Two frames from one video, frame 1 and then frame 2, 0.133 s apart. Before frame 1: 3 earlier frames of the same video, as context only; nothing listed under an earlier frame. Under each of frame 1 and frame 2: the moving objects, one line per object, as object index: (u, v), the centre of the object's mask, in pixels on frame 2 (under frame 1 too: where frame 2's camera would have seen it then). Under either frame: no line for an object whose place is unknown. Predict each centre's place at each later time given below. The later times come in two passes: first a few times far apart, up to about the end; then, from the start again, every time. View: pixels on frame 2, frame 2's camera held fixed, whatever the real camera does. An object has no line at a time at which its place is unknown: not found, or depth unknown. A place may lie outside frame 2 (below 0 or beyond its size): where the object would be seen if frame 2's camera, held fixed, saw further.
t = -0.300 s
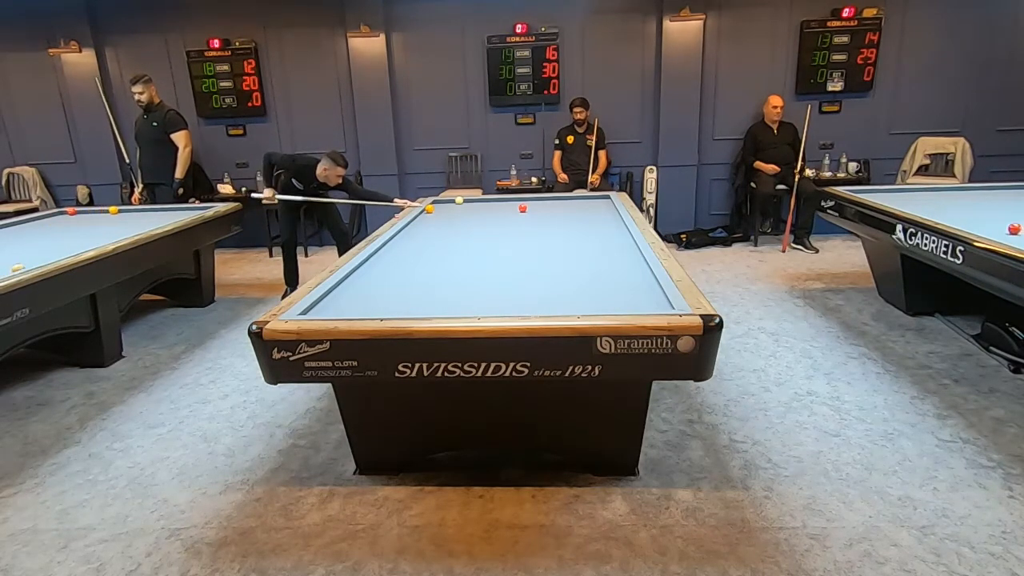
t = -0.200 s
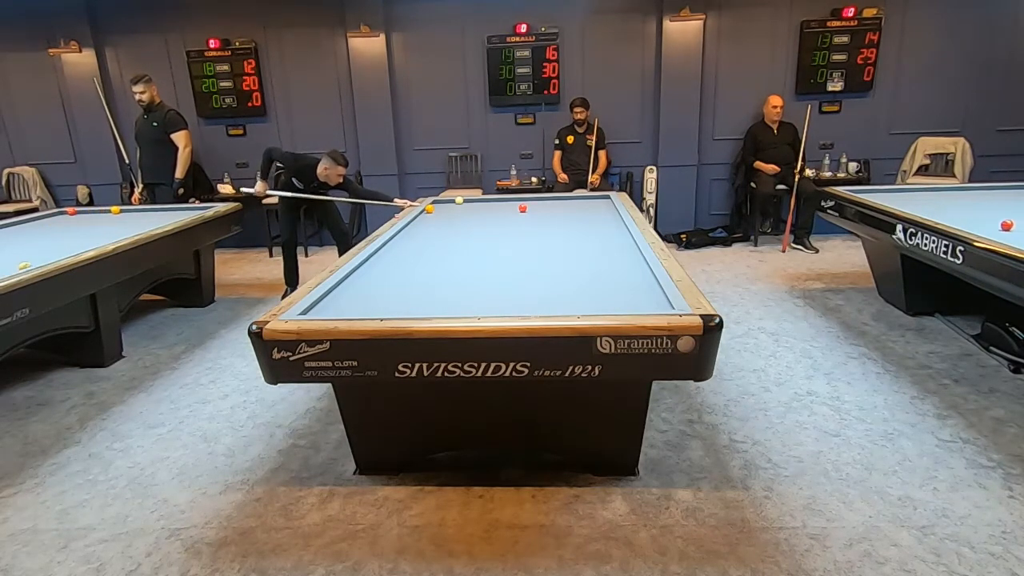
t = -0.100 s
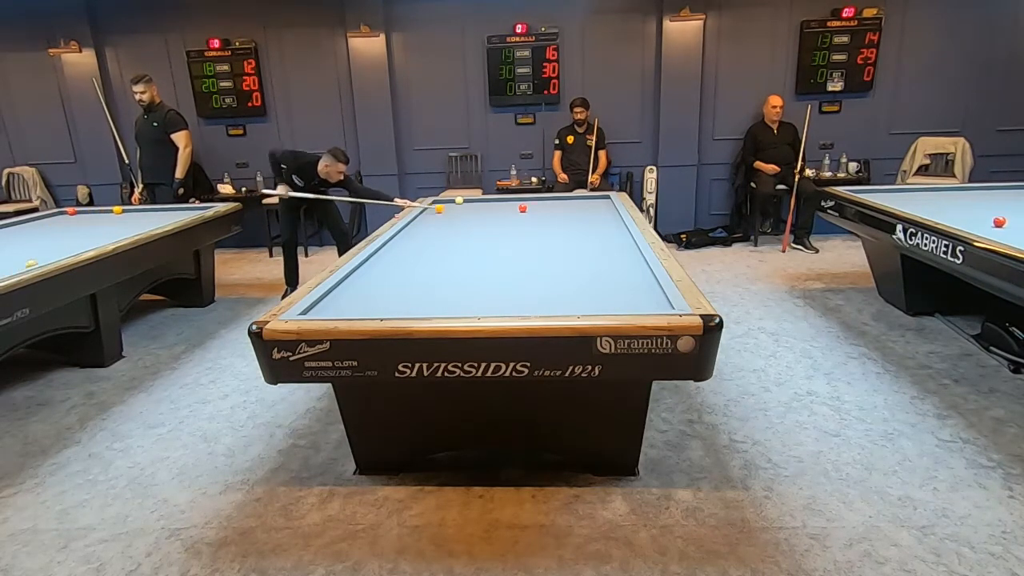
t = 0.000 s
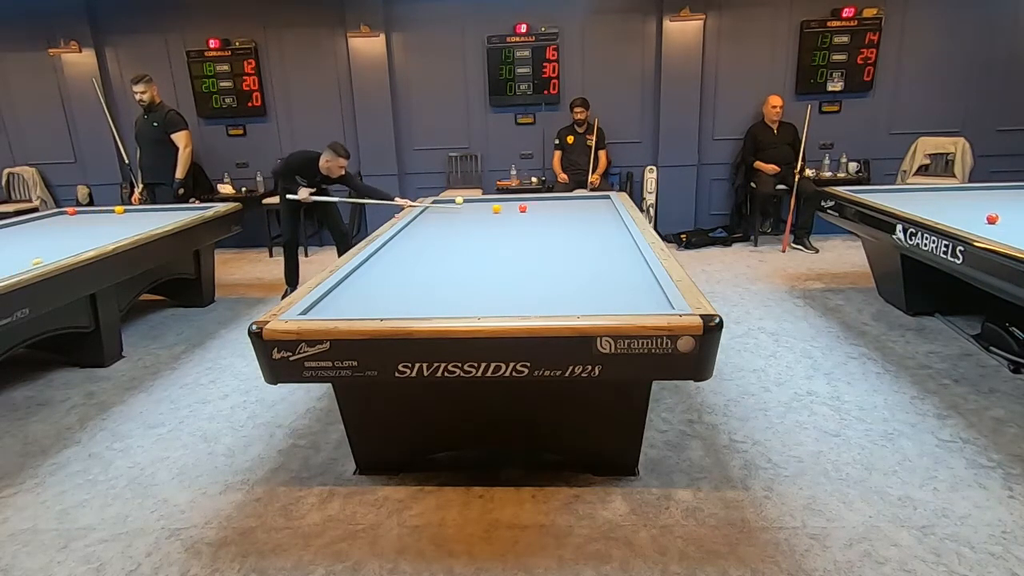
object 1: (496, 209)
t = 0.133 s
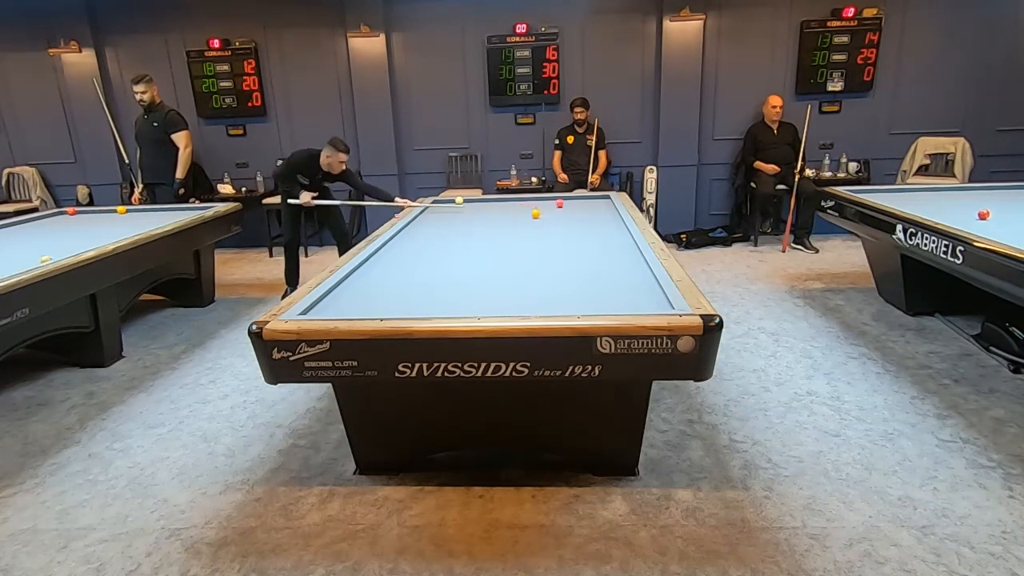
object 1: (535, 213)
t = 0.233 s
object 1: (559, 219)
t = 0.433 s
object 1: (622, 230)
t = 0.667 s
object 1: (567, 241)
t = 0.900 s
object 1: (518, 253)
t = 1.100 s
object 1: (481, 265)
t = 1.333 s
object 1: (432, 281)
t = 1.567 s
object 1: (375, 299)
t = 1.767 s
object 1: (323, 311)
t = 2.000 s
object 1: (327, 302)
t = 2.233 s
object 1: (348, 295)
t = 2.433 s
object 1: (365, 289)
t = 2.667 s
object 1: (383, 282)
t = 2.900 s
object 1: (399, 276)
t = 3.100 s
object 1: (412, 272)
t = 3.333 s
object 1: (427, 266)
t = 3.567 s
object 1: (440, 262)
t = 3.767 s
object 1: (450, 258)
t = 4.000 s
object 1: (462, 254)
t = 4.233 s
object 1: (472, 250)
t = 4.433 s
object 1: (480, 247)
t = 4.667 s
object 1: (490, 244)
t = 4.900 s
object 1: (498, 241)
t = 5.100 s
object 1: (505, 238)
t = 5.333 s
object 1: (513, 236)
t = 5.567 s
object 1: (520, 233)
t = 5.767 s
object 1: (525, 231)
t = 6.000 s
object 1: (531, 229)
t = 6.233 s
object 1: (537, 227)
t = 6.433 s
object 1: (542, 225)
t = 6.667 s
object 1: (547, 224)
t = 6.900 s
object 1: (552, 222)
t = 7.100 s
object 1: (556, 221)
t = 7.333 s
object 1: (561, 219)
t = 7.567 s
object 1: (565, 218)
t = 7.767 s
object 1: (568, 217)
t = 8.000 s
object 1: (572, 215)
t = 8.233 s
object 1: (576, 214)
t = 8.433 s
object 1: (578, 213)
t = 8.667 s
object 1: (582, 212)
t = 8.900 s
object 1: (584, 211)
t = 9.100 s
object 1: (587, 211)
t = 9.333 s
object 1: (589, 210)
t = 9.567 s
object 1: (591, 210)
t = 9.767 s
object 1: (592, 209)
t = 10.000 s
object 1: (594, 209)
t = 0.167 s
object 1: (543, 215)
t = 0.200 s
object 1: (551, 217)
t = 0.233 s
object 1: (559, 219)
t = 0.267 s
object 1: (568, 220)
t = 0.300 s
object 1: (578, 222)
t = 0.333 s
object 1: (588, 224)
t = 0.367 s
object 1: (598, 226)
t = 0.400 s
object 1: (610, 228)
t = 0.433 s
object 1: (622, 230)
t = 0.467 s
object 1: (619, 231)
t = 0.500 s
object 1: (609, 233)
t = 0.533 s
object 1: (601, 234)
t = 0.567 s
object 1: (592, 236)
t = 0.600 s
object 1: (583, 238)
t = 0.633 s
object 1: (575, 239)
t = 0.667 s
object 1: (567, 241)
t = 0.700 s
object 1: (559, 243)
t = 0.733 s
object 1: (552, 244)
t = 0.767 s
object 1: (544, 246)
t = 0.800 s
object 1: (537, 248)
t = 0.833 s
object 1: (530, 250)
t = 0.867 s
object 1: (524, 251)
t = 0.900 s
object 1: (518, 253)
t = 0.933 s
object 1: (512, 255)
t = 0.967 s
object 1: (506, 257)
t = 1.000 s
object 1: (500, 259)
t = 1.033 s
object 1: (493, 261)
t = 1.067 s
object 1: (487, 263)
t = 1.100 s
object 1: (481, 265)
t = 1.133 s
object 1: (474, 267)
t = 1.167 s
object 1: (468, 269)
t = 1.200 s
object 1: (461, 271)
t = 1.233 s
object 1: (454, 274)
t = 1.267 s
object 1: (446, 276)
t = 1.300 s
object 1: (439, 278)
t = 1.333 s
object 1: (432, 281)
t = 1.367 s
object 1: (424, 283)
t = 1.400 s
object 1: (417, 286)
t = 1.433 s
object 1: (409, 288)
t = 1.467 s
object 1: (401, 291)
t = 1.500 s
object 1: (392, 293)
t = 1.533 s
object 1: (384, 296)
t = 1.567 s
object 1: (375, 299)
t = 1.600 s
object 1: (366, 302)
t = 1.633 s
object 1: (357, 305)
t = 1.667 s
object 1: (348, 307)
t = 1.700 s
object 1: (338, 309)
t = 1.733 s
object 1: (328, 311)
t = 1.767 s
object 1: (323, 311)
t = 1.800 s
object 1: (322, 310)
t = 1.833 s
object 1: (320, 308)
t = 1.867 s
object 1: (319, 307)
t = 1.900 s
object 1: (317, 306)
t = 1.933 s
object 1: (319, 305)
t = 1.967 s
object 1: (323, 304)
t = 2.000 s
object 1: (327, 302)
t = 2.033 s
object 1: (330, 301)
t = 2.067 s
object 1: (333, 300)
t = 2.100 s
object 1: (336, 299)
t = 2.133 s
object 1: (339, 298)
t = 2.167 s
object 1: (342, 297)
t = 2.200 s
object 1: (345, 296)
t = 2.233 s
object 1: (348, 295)
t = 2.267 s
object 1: (351, 294)
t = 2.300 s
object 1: (354, 293)
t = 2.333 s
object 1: (357, 292)
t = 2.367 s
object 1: (359, 291)
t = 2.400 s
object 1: (362, 290)
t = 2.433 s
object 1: (365, 289)
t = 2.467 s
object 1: (368, 288)
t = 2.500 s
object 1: (370, 287)
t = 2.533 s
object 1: (373, 286)
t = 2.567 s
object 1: (375, 285)
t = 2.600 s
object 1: (378, 284)
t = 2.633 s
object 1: (380, 283)
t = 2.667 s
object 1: (383, 282)
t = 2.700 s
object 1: (385, 281)
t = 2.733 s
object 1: (388, 280)
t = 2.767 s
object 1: (390, 280)
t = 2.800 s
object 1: (392, 279)
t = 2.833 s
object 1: (395, 278)
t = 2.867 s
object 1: (397, 277)
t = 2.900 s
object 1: (399, 276)
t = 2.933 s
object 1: (402, 276)
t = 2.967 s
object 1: (404, 275)
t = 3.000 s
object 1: (406, 274)
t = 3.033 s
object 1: (408, 273)
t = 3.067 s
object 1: (410, 273)
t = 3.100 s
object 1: (412, 272)
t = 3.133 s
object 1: (415, 271)
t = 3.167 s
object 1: (417, 270)
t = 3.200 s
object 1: (419, 269)
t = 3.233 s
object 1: (421, 268)
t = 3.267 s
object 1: (423, 268)
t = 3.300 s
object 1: (425, 267)
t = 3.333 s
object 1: (427, 266)
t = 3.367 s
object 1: (429, 266)
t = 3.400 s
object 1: (431, 265)
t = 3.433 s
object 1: (433, 264)
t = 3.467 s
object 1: (434, 263)
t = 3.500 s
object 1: (436, 263)
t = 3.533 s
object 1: (438, 262)
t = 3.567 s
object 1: (440, 262)
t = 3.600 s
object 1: (442, 261)
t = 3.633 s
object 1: (443, 260)
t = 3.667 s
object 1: (445, 259)
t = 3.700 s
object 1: (447, 259)
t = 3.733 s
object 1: (448, 259)
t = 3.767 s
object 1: (450, 258)
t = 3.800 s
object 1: (452, 257)
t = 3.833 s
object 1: (454, 257)
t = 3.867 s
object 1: (455, 256)
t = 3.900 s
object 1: (457, 255)
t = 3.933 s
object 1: (459, 255)
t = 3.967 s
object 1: (460, 254)
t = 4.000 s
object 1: (462, 254)
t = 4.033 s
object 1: (463, 253)
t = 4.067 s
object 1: (465, 253)
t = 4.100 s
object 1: (466, 252)
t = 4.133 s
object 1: (468, 252)
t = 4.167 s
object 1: (469, 251)
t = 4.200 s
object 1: (471, 251)
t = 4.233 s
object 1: (472, 250)
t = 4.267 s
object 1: (474, 250)
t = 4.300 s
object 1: (475, 249)
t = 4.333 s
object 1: (476, 249)
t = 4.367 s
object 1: (478, 248)
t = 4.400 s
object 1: (479, 248)
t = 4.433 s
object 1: (480, 247)
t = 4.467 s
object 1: (482, 247)
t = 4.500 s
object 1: (483, 246)
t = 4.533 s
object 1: (484, 246)
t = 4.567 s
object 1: (486, 246)
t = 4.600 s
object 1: (487, 245)
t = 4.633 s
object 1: (489, 244)
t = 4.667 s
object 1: (490, 244)
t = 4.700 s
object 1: (491, 243)
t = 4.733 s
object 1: (492, 243)
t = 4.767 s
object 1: (493, 243)
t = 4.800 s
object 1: (495, 242)
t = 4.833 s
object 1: (496, 242)
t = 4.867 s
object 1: (497, 241)
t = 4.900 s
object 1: (498, 241)
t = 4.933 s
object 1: (499, 240)
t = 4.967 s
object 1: (500, 240)
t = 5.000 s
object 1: (501, 240)
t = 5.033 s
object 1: (503, 239)
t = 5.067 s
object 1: (504, 239)
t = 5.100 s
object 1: (505, 238)
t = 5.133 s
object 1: (506, 238)
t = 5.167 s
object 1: (507, 238)
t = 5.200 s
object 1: (508, 237)
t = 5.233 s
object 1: (509, 237)
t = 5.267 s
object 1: (510, 237)
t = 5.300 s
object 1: (511, 236)
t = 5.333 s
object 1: (513, 236)
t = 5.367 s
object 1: (514, 236)
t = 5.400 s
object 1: (515, 235)
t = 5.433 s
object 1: (516, 235)
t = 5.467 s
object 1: (517, 234)
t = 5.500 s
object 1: (518, 234)
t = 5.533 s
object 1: (519, 234)
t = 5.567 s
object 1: (520, 233)
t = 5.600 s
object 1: (520, 233)
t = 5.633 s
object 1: (522, 233)
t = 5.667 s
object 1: (523, 232)
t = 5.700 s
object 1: (523, 232)
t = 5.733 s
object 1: (524, 232)
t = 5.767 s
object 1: (525, 231)
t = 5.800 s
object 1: (526, 231)
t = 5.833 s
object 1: (527, 231)
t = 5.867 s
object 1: (528, 230)
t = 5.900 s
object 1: (529, 230)
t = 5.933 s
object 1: (530, 230)
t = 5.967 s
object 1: (530, 229)
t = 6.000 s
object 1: (531, 229)
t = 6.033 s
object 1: (532, 229)
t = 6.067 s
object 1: (533, 228)
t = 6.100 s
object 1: (534, 228)
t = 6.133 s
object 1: (534, 228)
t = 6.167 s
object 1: (535, 228)
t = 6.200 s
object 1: (536, 227)
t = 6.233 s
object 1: (537, 227)
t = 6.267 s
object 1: (538, 227)
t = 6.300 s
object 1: (538, 227)
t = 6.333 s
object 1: (539, 226)
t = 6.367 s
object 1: (540, 226)
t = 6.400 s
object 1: (541, 226)
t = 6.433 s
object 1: (542, 225)
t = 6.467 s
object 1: (543, 225)
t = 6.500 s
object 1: (543, 225)
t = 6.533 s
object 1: (544, 225)
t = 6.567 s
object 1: (545, 224)
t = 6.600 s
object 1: (546, 224)
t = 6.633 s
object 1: (546, 224)
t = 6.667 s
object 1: (547, 224)
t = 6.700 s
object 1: (548, 223)
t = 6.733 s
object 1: (548, 223)
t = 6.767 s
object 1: (549, 223)
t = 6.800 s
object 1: (550, 223)
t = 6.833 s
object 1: (550, 223)
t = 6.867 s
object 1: (551, 222)
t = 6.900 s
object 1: (552, 222)
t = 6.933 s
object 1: (553, 222)
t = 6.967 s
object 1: (553, 221)
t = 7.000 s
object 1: (554, 221)
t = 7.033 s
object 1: (555, 221)
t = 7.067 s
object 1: (556, 221)
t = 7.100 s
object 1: (556, 221)
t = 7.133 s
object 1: (557, 220)
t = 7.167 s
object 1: (557, 220)
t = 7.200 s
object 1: (558, 220)
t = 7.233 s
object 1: (559, 220)
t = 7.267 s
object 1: (559, 219)
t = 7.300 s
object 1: (560, 219)
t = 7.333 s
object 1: (561, 219)
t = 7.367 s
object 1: (561, 219)
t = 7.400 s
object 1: (562, 219)
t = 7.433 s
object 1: (562, 219)
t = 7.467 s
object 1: (563, 218)
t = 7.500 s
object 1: (564, 218)
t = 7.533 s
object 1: (564, 218)
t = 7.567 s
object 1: (565, 218)
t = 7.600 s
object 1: (566, 218)
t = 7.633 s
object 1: (566, 217)
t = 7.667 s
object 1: (567, 217)
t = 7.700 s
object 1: (567, 217)
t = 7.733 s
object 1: (568, 217)
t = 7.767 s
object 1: (568, 217)
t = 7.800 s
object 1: (569, 216)
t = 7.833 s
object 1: (569, 216)
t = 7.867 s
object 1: (570, 216)
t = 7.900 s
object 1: (570, 216)
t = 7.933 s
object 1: (571, 216)
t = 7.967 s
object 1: (572, 216)
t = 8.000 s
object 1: (572, 215)
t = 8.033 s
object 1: (573, 215)
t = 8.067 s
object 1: (574, 215)
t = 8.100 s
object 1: (574, 215)
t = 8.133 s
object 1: (574, 215)
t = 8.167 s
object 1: (575, 215)
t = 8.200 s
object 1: (575, 214)
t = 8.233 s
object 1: (576, 214)
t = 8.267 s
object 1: (576, 214)
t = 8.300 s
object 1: (577, 214)
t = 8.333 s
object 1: (577, 214)
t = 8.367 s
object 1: (578, 214)
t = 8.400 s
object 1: (578, 214)
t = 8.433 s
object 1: (578, 213)
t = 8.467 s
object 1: (579, 213)
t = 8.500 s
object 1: (579, 213)
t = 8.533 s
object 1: (580, 213)
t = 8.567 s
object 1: (580, 213)
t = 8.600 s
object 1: (580, 213)
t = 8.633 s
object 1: (581, 213)
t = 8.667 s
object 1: (582, 212)
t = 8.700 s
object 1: (582, 212)
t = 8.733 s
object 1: (582, 212)
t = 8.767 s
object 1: (583, 212)
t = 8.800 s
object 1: (583, 212)
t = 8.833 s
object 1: (584, 212)
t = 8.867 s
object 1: (584, 212)
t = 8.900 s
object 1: (584, 211)
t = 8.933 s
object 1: (585, 211)
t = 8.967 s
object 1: (585, 211)
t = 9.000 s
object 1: (586, 211)
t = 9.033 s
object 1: (586, 211)
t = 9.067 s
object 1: (587, 211)
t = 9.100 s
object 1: (587, 211)
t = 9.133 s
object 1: (587, 211)
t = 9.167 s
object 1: (587, 210)
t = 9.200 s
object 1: (588, 210)
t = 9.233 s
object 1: (588, 210)
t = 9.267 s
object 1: (588, 210)
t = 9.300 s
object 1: (588, 210)
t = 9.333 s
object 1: (589, 210)
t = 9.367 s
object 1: (589, 210)
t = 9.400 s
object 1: (589, 210)
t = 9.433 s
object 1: (590, 210)
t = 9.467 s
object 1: (590, 210)
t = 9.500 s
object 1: (590, 210)
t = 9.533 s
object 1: (591, 210)
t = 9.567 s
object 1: (591, 210)
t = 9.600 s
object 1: (591, 209)
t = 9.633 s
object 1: (591, 210)
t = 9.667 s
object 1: (592, 209)
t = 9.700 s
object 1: (592, 209)
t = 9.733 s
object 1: (592, 209)
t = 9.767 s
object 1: (592, 209)
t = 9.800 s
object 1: (593, 209)
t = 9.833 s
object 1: (593, 209)
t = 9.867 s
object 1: (593, 209)
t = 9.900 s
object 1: (593, 209)
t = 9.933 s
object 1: (594, 209)
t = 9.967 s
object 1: (594, 209)
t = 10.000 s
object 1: (594, 209)
